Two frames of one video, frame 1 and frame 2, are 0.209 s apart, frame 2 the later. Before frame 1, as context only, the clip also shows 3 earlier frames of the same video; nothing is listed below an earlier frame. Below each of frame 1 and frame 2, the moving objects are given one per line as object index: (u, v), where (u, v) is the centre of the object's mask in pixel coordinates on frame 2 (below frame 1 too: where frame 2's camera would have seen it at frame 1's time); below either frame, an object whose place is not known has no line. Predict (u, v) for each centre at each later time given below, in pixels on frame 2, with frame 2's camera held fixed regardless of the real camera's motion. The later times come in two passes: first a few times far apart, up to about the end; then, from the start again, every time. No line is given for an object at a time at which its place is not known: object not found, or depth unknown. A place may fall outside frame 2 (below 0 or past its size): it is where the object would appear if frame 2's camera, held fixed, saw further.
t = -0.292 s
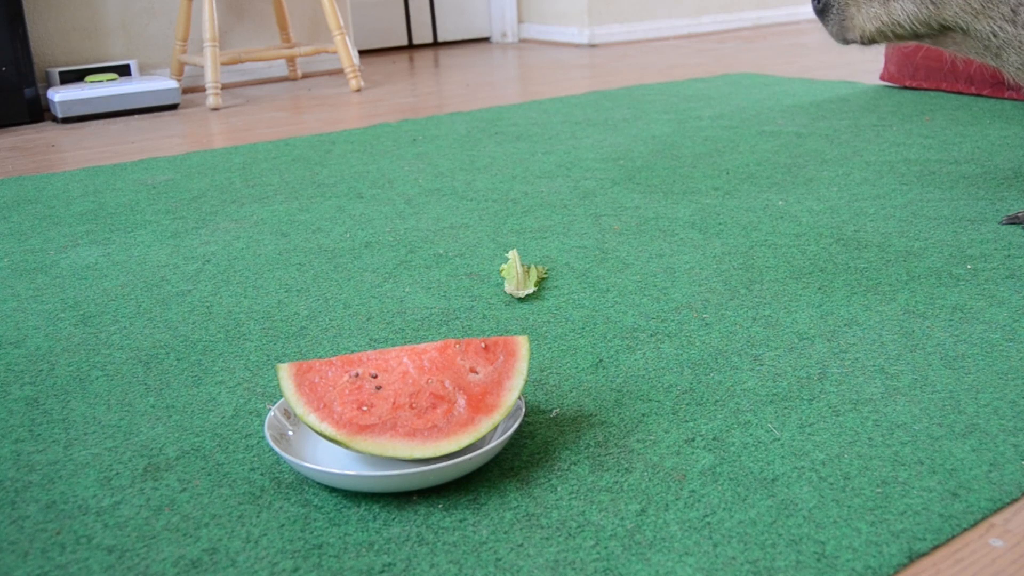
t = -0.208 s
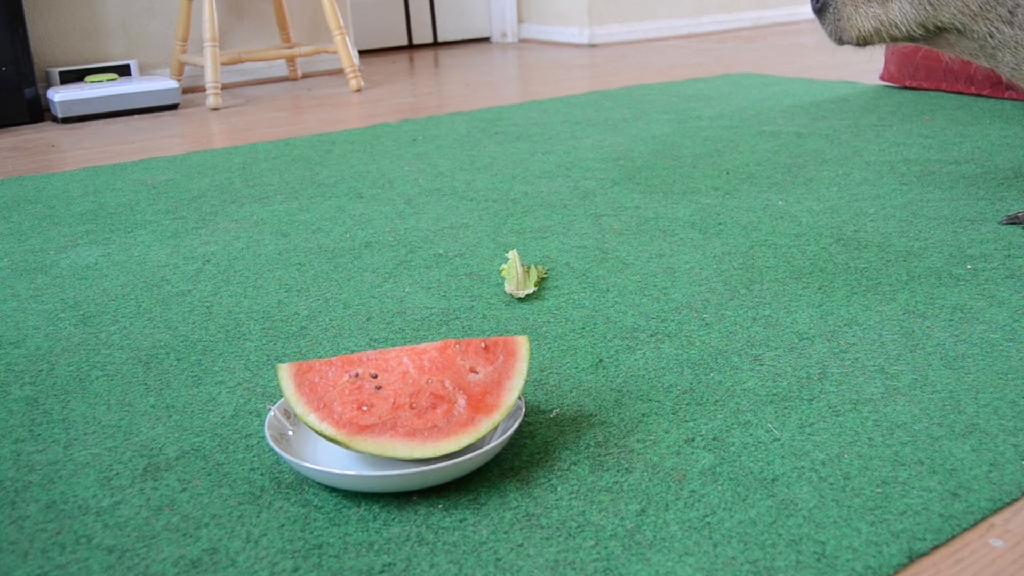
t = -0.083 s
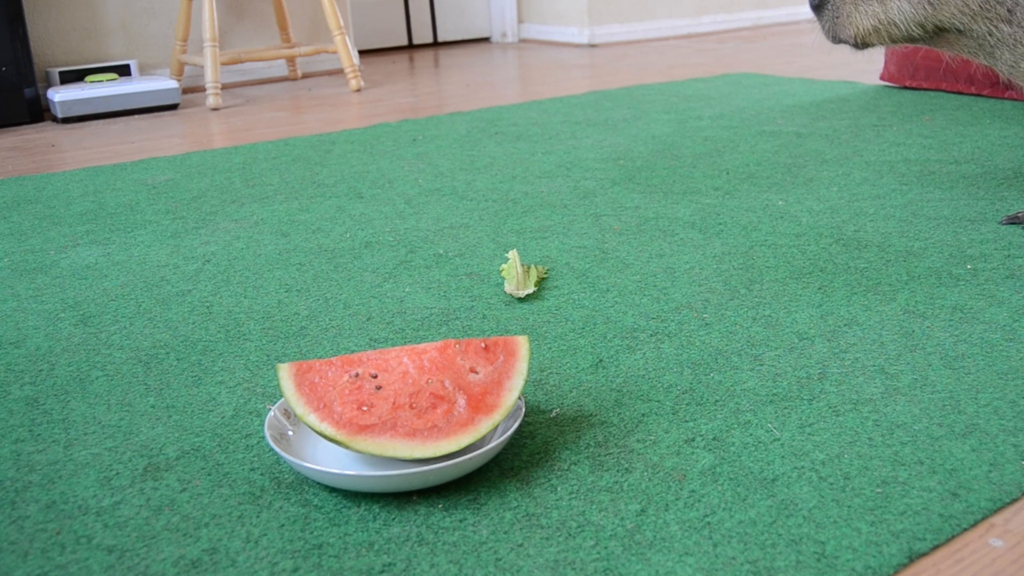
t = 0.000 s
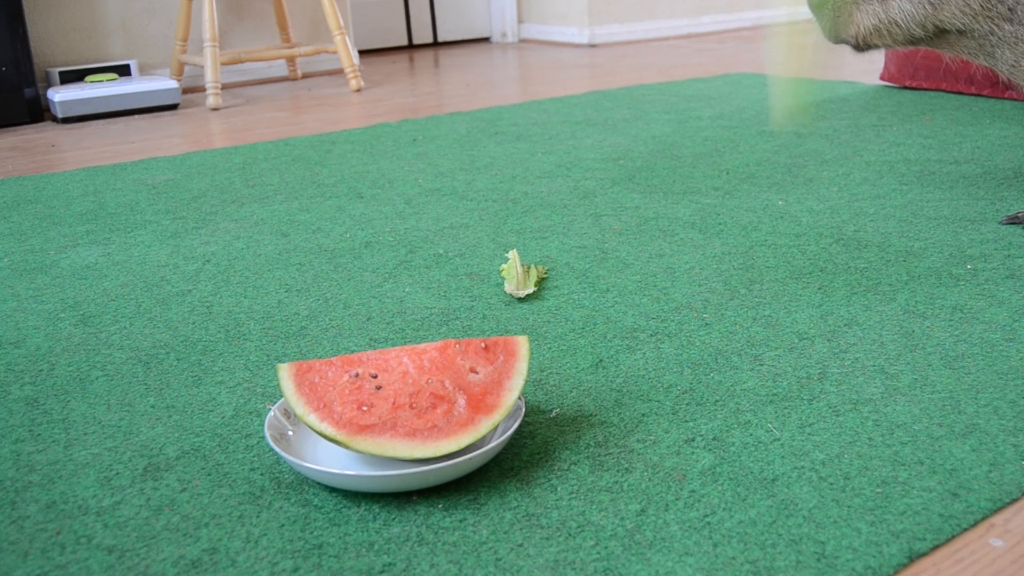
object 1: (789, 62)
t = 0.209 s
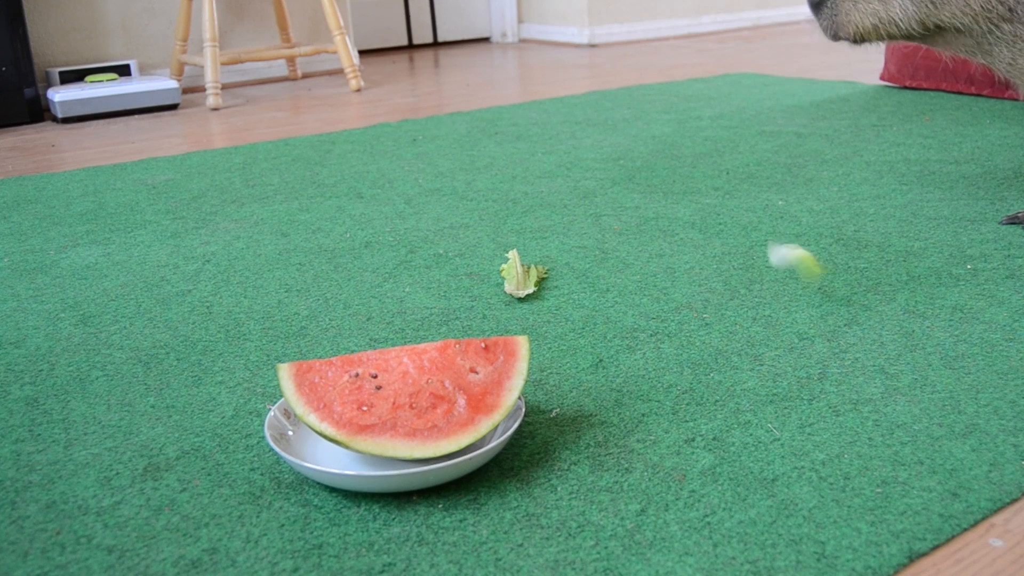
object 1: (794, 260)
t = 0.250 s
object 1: (813, 261)
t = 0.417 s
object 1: (816, 282)
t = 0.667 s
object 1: (809, 290)
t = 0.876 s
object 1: (809, 290)
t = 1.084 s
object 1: (809, 290)
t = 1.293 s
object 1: (809, 290)
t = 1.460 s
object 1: (809, 290)
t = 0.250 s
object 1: (813, 261)
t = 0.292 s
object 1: (804, 271)
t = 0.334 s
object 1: (807, 282)
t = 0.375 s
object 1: (814, 281)
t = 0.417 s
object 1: (816, 282)
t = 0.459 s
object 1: (816, 286)
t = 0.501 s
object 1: (811, 288)
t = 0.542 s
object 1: (809, 289)
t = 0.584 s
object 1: (808, 289)
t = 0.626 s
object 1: (809, 290)
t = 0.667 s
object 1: (809, 290)
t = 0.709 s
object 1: (809, 290)
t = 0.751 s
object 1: (809, 290)
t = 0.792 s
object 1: (809, 290)
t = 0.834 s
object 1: (809, 290)
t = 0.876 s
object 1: (809, 290)
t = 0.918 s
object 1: (809, 290)
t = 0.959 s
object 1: (809, 290)
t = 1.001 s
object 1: (809, 290)
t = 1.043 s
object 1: (809, 290)
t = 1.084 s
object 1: (809, 290)
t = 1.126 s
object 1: (809, 290)
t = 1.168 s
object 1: (809, 290)
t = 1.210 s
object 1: (809, 290)
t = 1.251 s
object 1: (809, 290)
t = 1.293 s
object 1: (809, 290)
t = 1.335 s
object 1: (809, 290)
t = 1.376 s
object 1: (809, 290)
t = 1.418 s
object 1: (809, 290)
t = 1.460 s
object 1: (809, 290)
